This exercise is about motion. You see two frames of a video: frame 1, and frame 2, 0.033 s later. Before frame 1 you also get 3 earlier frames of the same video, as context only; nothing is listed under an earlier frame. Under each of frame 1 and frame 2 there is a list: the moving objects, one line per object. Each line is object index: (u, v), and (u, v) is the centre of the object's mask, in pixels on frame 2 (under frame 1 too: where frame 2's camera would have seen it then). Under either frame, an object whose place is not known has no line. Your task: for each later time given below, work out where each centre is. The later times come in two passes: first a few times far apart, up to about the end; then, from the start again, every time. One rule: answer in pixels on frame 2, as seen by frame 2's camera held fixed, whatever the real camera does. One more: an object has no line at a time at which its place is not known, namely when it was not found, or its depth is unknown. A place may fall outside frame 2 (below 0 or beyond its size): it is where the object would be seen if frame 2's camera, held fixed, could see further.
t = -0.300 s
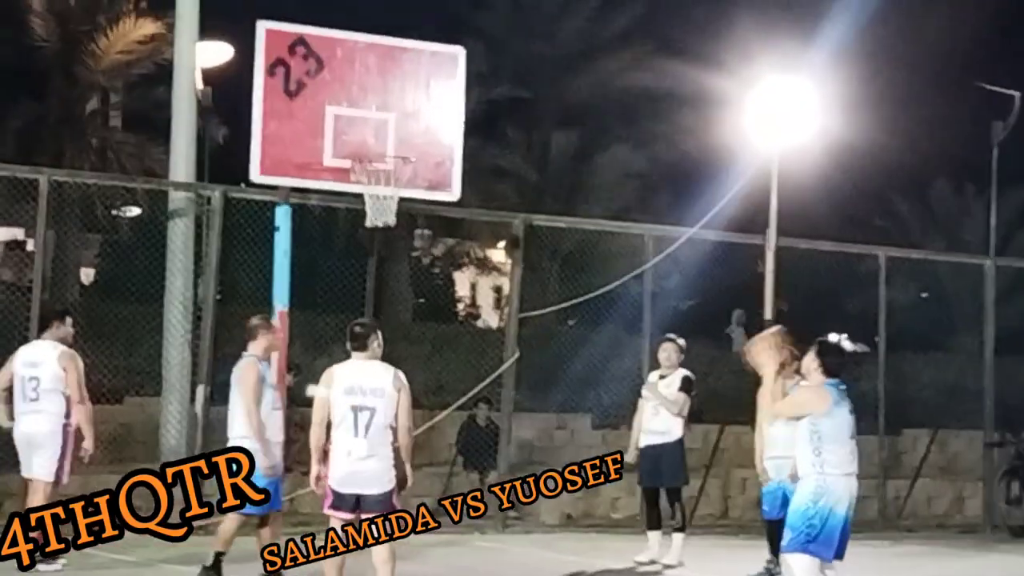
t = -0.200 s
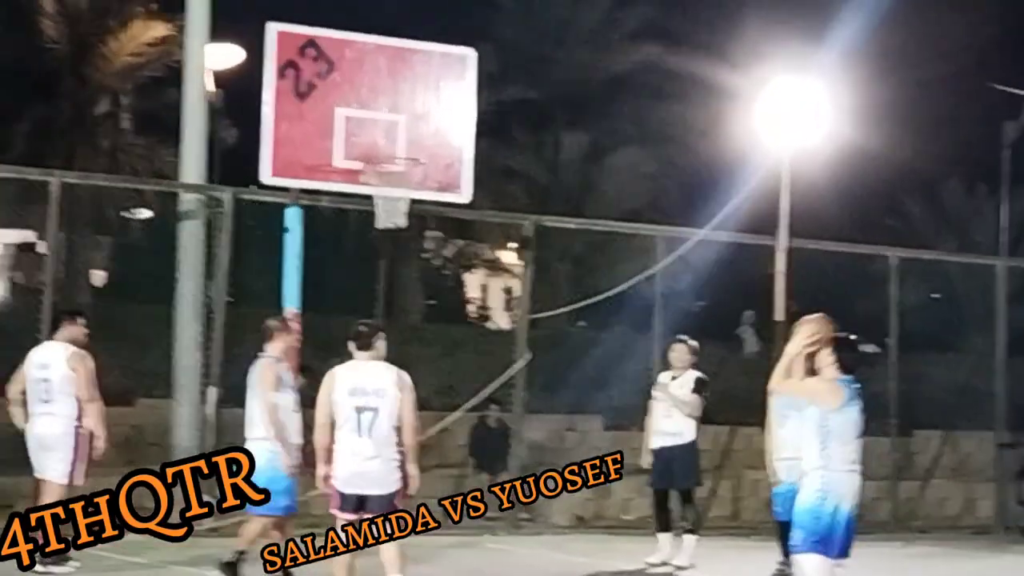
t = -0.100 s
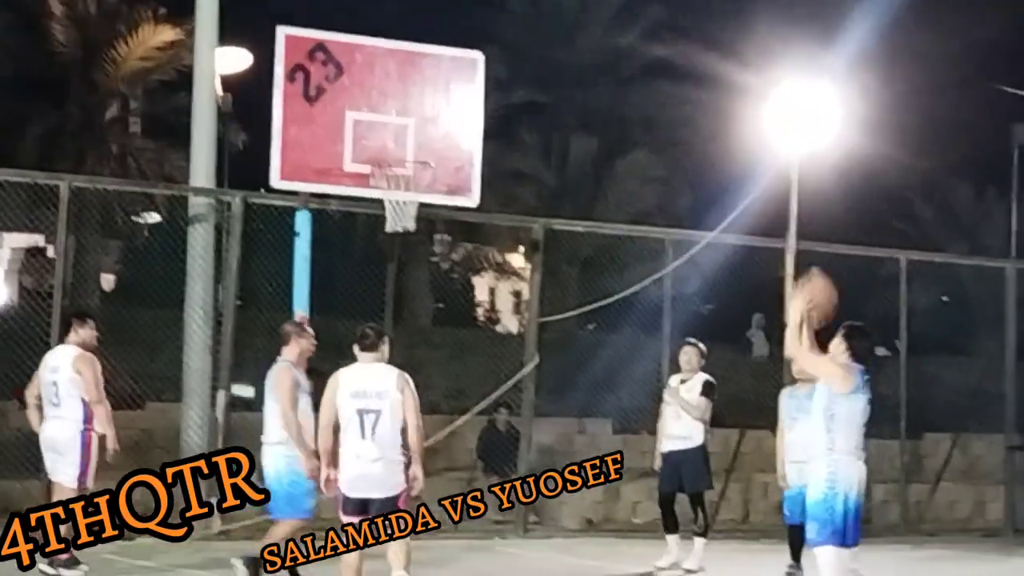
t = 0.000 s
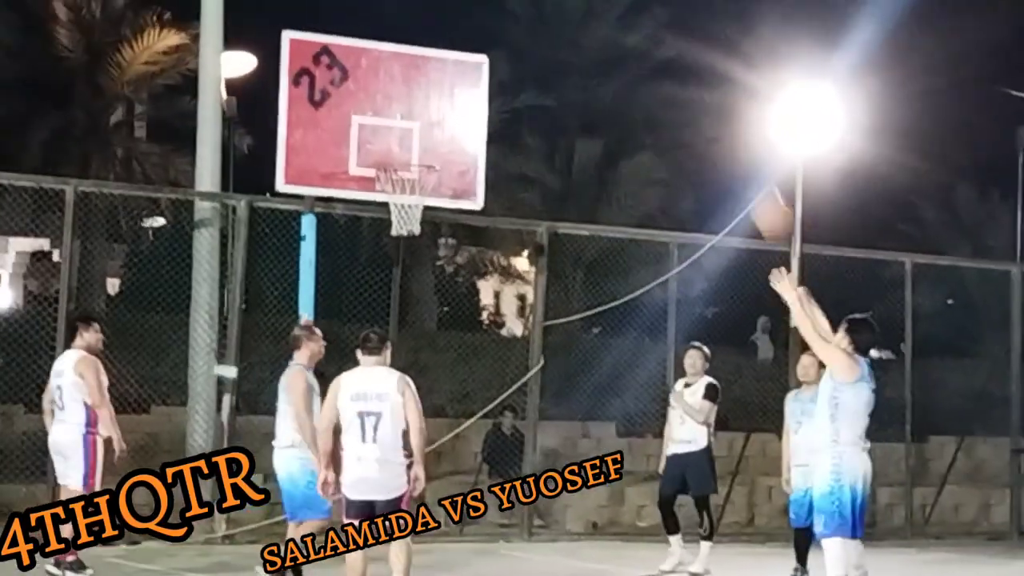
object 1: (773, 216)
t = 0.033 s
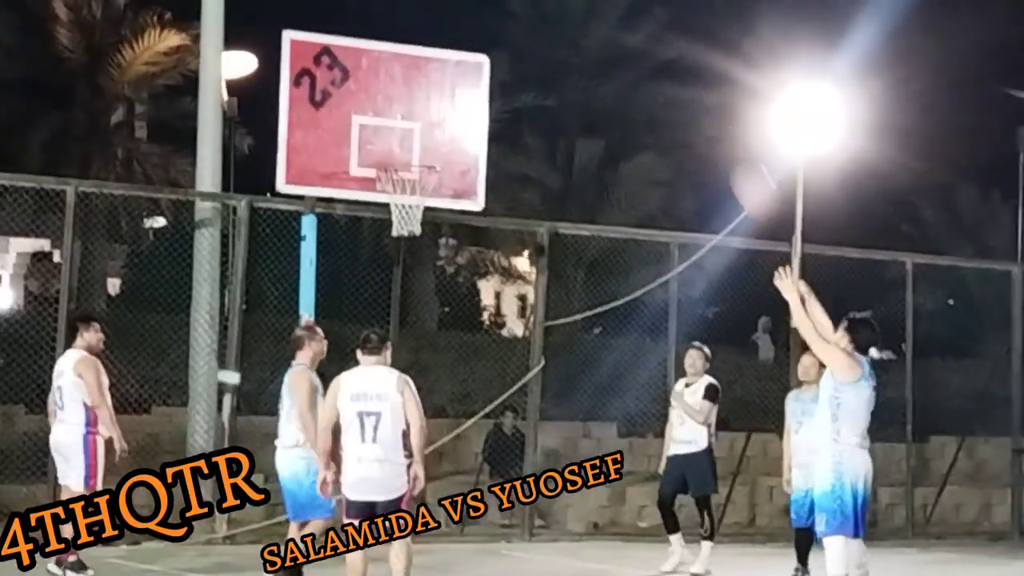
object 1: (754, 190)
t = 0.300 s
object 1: (630, 68)
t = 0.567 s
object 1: (526, 51)
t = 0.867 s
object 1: (425, 137)
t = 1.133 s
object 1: (372, 128)
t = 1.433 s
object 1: (318, 176)
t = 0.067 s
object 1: (737, 167)
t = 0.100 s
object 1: (723, 149)
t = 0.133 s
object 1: (707, 131)
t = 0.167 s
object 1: (690, 114)
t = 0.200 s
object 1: (675, 100)
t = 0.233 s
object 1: (660, 87)
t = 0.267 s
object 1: (645, 76)
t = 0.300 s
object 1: (630, 68)
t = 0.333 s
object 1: (617, 59)
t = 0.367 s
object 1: (602, 54)
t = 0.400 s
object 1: (590, 50)
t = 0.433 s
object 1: (577, 48)
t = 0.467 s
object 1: (563, 47)
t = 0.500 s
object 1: (551, 47)
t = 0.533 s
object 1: (539, 48)
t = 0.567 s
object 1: (526, 51)
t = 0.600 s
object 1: (515, 56)
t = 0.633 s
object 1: (505, 61)
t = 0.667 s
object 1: (495, 66)
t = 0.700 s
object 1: (484, 76)
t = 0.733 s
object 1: (468, 86)
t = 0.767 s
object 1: (457, 97)
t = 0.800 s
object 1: (446, 107)
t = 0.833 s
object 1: (434, 123)
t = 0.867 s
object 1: (425, 137)
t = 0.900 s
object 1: (413, 151)
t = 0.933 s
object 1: (403, 159)
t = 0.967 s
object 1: (400, 151)
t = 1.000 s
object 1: (395, 145)
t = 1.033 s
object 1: (388, 138)
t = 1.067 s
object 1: (383, 133)
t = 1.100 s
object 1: (377, 130)
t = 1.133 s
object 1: (372, 128)
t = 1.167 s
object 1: (367, 127)
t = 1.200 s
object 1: (360, 127)
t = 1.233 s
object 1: (355, 129)
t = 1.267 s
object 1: (348, 134)
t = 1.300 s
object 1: (341, 140)
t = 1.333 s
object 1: (336, 147)
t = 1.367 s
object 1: (329, 155)
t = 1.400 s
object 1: (322, 165)
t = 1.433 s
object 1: (318, 176)
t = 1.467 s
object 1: (309, 194)
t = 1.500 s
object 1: (305, 210)
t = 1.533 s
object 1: (297, 226)
